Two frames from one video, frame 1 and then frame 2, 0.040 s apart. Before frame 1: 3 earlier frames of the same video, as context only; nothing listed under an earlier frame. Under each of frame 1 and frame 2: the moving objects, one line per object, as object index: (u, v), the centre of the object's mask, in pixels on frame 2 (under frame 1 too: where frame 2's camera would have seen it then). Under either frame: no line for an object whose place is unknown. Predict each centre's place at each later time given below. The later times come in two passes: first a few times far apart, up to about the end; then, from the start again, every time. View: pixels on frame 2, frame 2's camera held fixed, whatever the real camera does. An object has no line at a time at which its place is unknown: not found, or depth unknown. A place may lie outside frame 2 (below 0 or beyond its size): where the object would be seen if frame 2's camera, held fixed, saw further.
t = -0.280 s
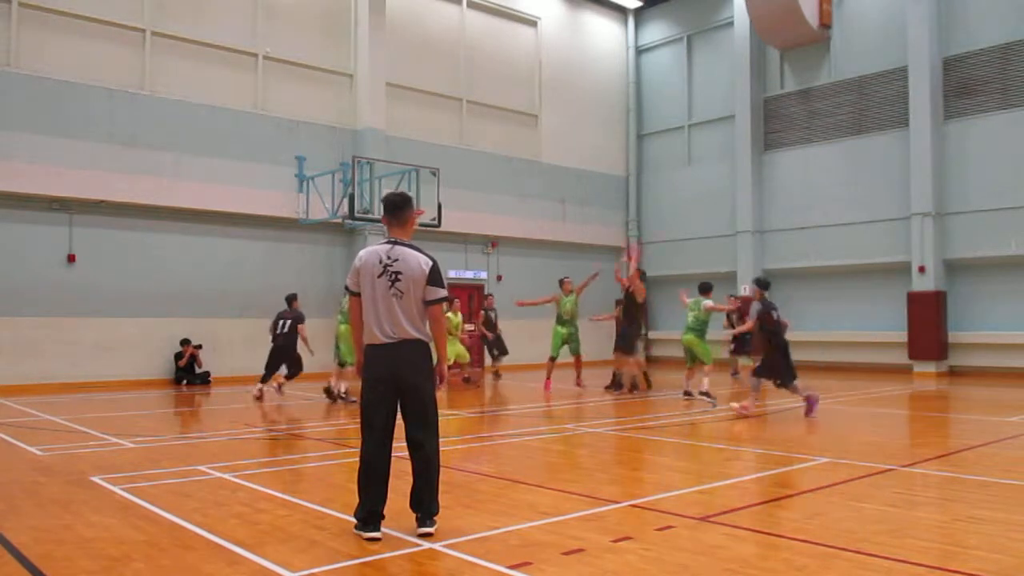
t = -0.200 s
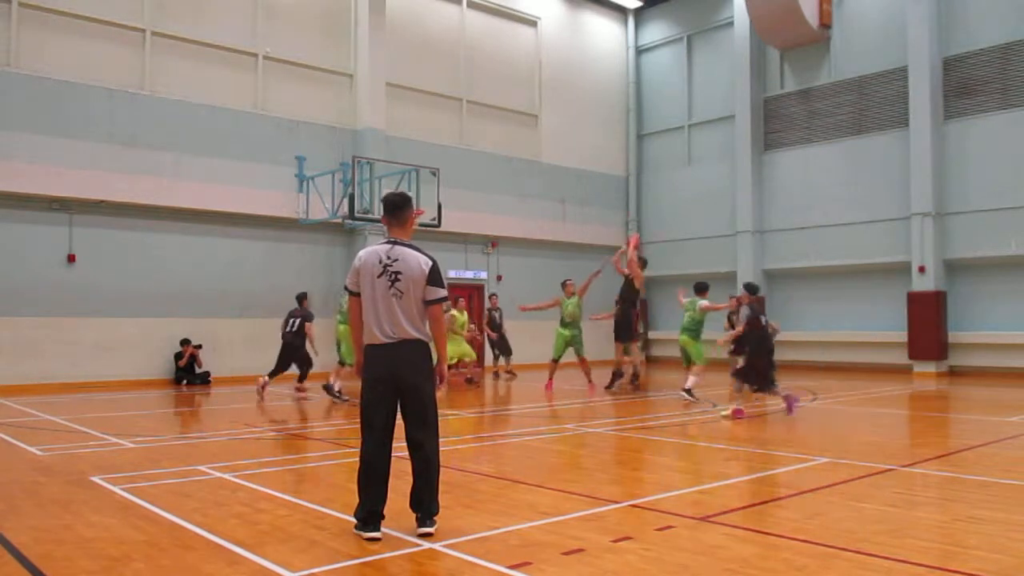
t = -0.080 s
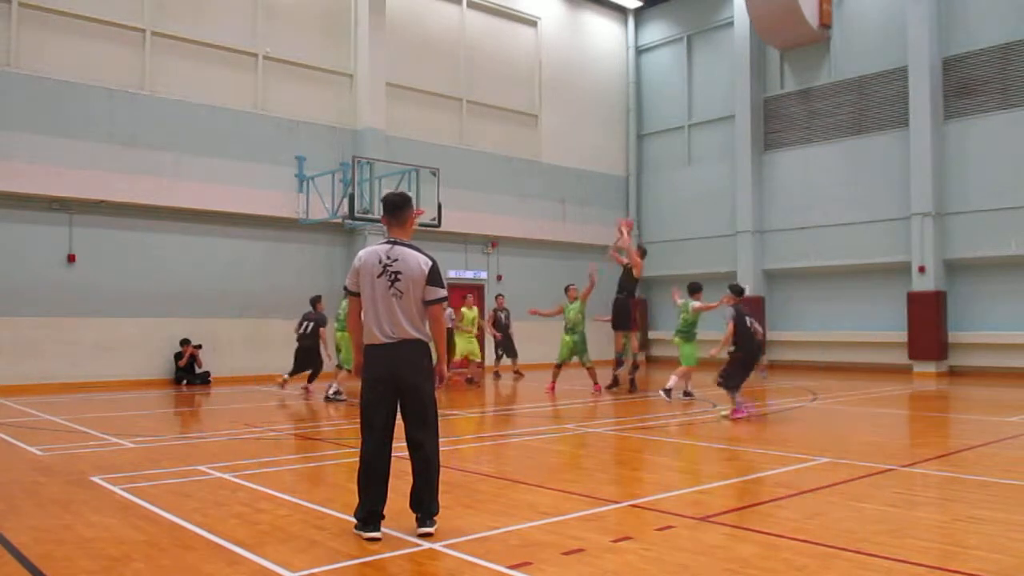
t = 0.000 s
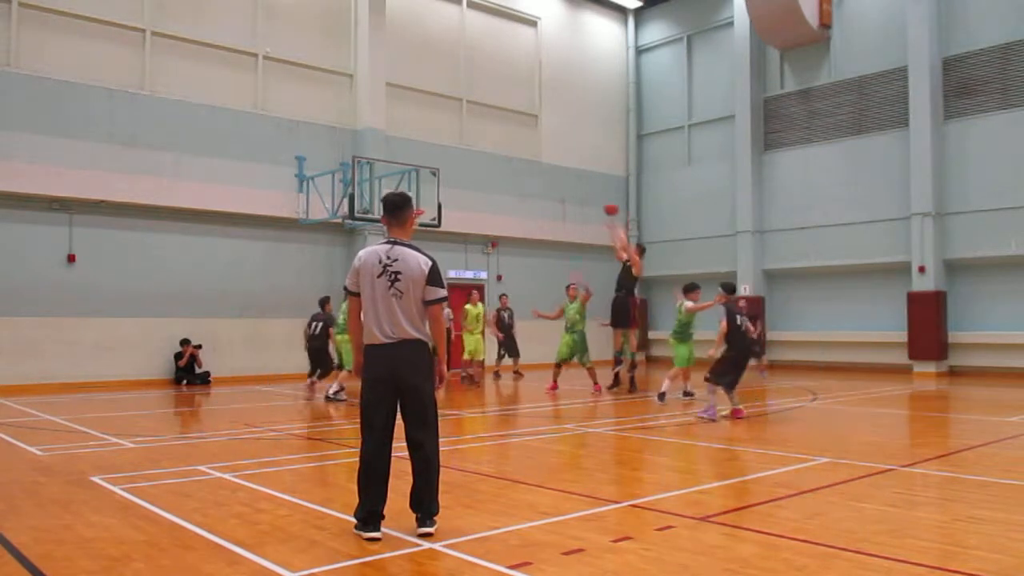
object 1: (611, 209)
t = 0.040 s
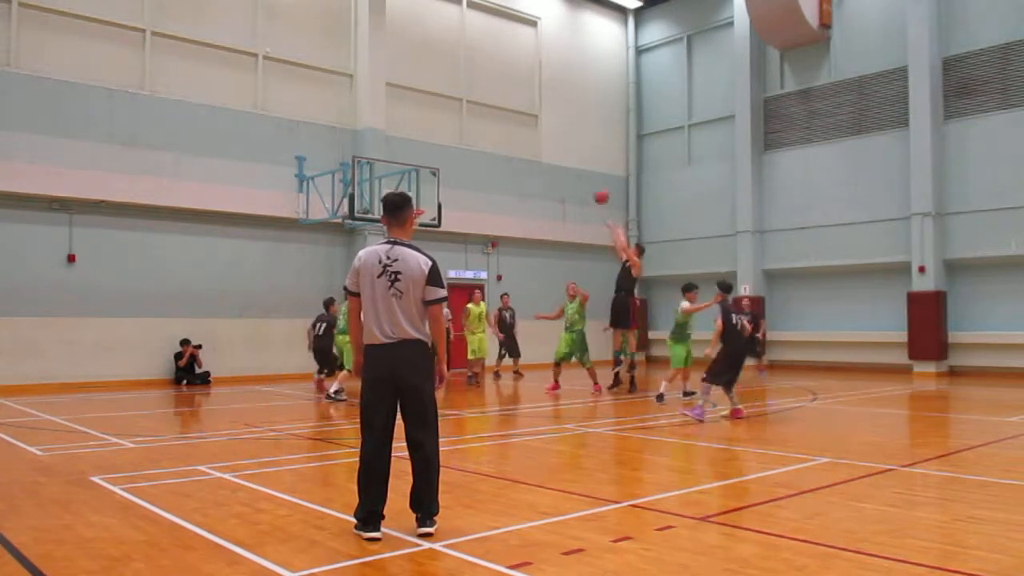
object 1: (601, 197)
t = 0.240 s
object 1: (553, 158)
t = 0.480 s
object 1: (499, 144)
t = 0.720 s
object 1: (448, 163)
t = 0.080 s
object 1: (591, 187)
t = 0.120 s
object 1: (581, 179)
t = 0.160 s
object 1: (571, 170)
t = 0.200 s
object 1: (562, 164)
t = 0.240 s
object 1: (553, 158)
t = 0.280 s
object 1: (544, 153)
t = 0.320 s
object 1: (534, 149)
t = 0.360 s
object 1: (525, 147)
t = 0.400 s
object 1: (517, 145)
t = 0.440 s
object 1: (508, 144)
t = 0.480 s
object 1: (499, 144)
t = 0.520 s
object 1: (490, 145)
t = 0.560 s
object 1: (481, 147)
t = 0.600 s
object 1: (473, 149)
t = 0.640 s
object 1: (465, 153)
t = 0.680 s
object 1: (456, 158)
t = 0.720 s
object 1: (448, 163)
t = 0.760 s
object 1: (441, 169)
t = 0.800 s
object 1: (433, 175)
